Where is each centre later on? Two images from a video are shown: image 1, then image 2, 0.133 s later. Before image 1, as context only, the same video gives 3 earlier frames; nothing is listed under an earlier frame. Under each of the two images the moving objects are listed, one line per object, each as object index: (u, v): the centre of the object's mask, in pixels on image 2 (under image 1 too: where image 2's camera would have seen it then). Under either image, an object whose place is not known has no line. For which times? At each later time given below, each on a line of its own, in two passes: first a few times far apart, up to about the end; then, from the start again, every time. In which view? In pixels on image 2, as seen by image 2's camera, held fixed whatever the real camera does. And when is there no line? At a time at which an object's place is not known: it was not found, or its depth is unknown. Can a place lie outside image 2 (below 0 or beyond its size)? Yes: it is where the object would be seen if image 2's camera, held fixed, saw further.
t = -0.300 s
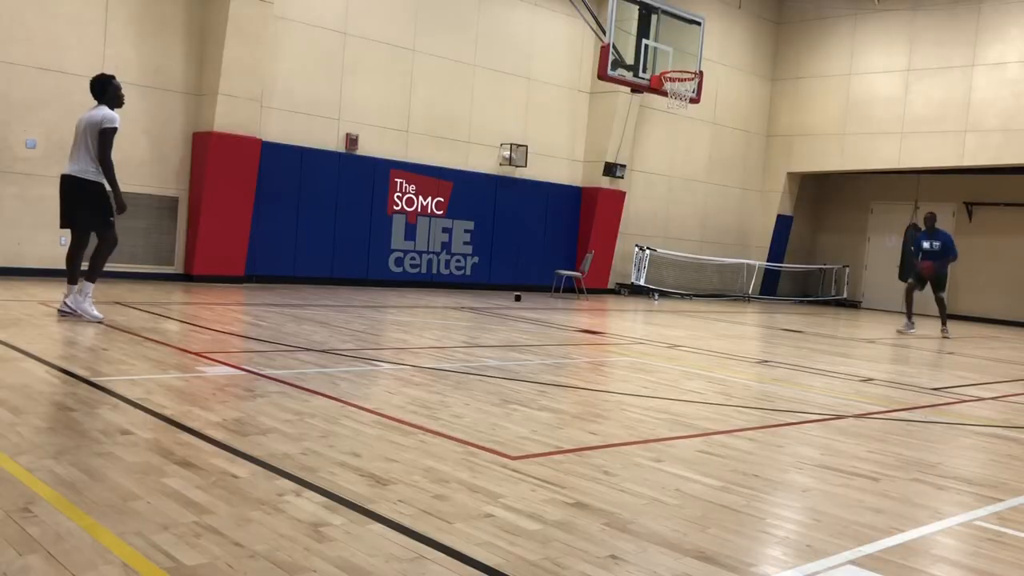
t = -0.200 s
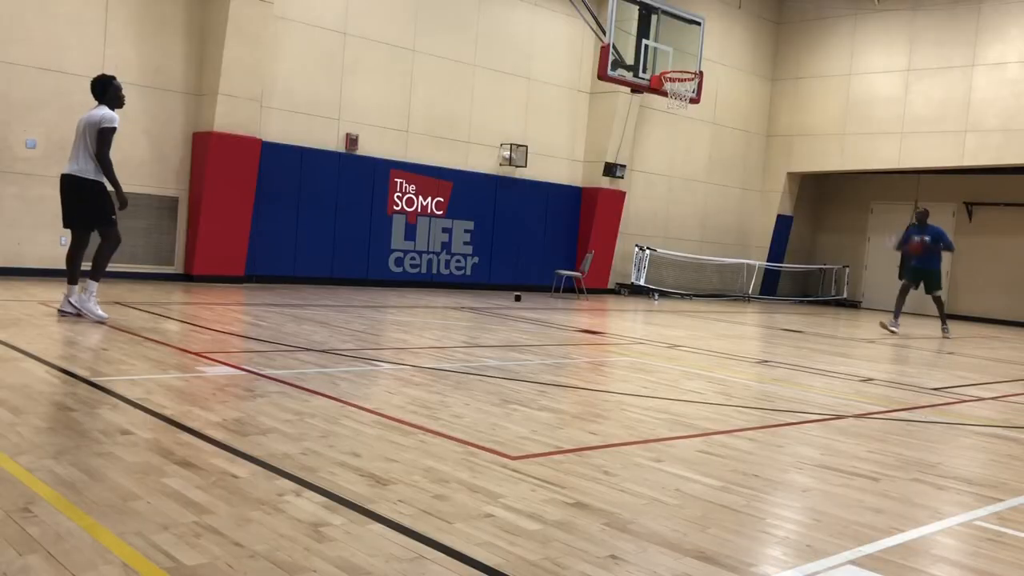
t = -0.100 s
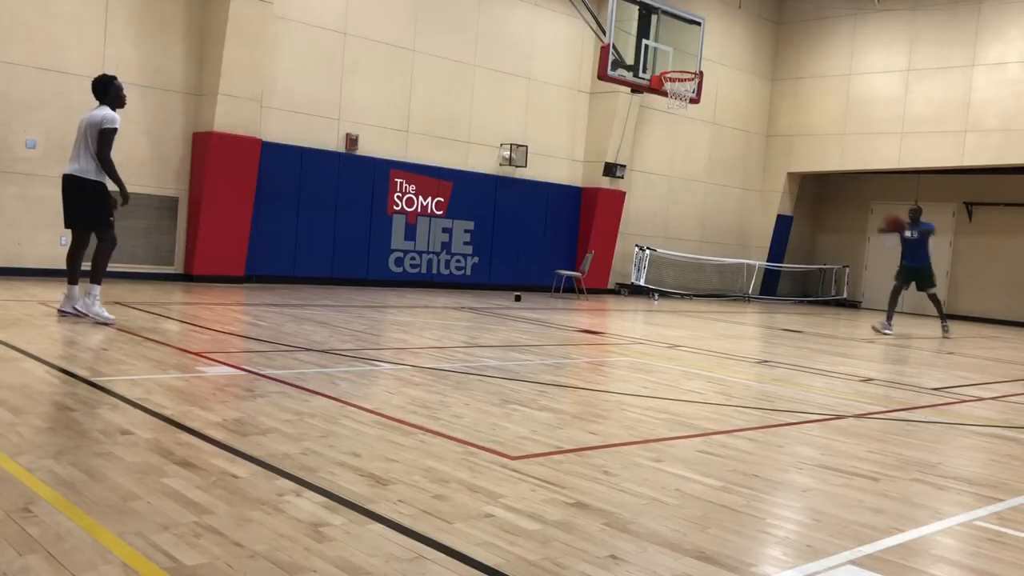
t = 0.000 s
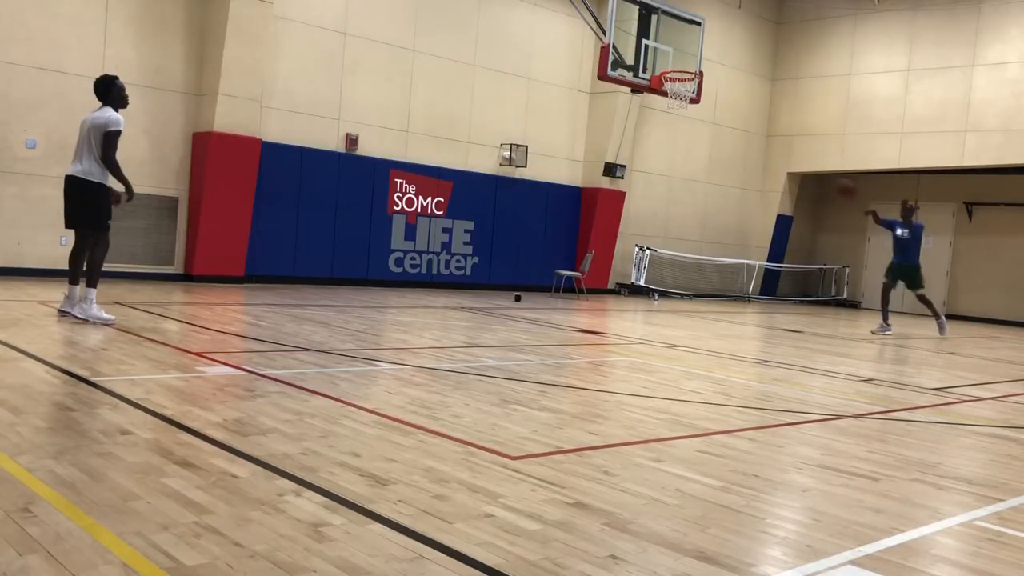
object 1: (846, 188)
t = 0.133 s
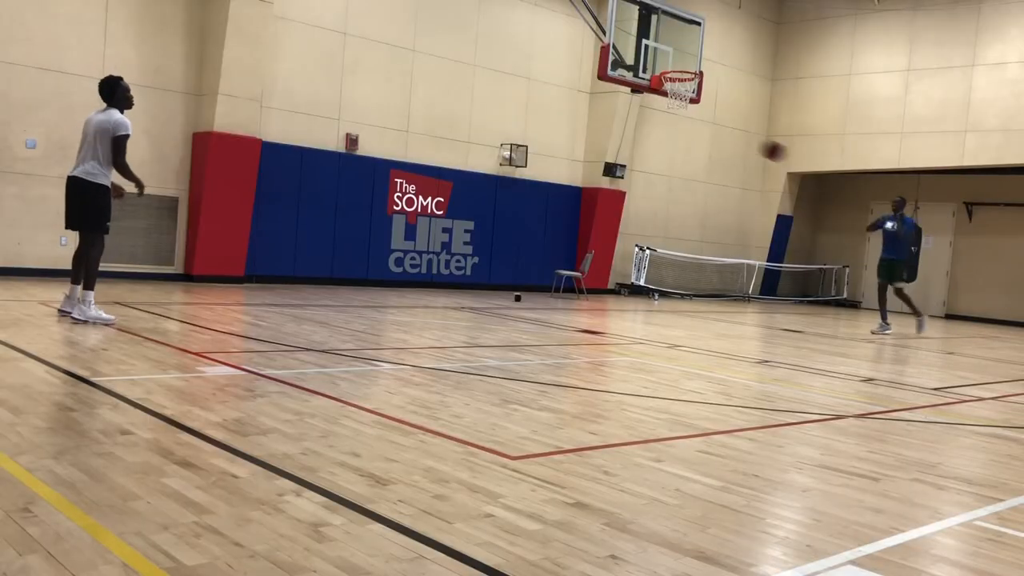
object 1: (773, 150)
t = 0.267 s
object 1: (689, 121)
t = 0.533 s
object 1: (477, 91)
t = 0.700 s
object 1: (302, 103)
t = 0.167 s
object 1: (754, 142)
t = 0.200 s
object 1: (733, 134)
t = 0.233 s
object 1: (711, 127)
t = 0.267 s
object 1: (689, 121)
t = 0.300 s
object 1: (667, 115)
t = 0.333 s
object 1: (645, 109)
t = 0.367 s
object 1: (617, 104)
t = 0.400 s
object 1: (592, 100)
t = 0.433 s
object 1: (565, 96)
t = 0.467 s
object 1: (537, 93)
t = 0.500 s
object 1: (508, 92)
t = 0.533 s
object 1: (477, 91)
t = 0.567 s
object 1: (445, 91)
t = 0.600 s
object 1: (412, 93)
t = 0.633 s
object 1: (377, 95)
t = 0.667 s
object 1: (340, 99)
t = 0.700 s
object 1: (302, 103)
